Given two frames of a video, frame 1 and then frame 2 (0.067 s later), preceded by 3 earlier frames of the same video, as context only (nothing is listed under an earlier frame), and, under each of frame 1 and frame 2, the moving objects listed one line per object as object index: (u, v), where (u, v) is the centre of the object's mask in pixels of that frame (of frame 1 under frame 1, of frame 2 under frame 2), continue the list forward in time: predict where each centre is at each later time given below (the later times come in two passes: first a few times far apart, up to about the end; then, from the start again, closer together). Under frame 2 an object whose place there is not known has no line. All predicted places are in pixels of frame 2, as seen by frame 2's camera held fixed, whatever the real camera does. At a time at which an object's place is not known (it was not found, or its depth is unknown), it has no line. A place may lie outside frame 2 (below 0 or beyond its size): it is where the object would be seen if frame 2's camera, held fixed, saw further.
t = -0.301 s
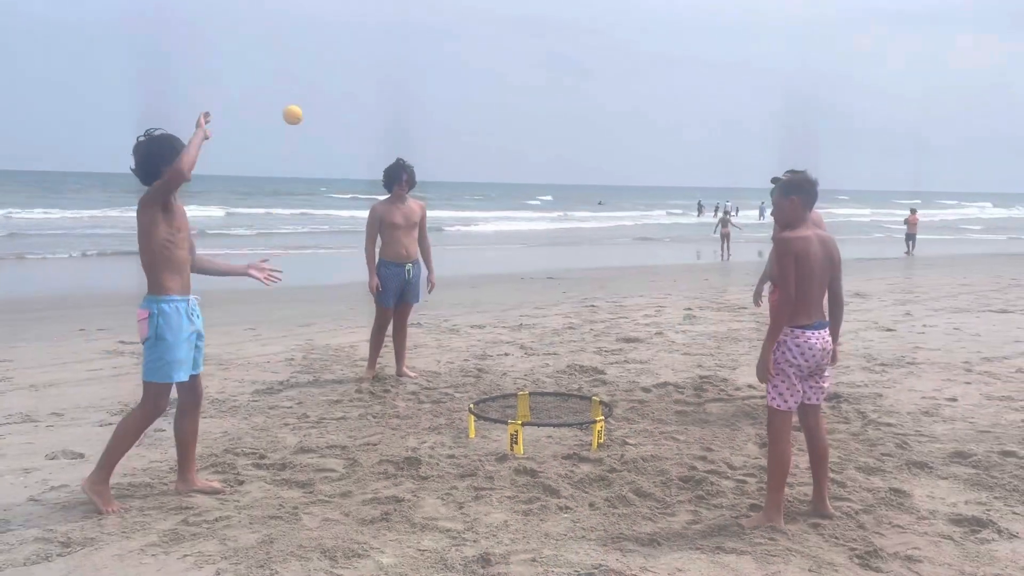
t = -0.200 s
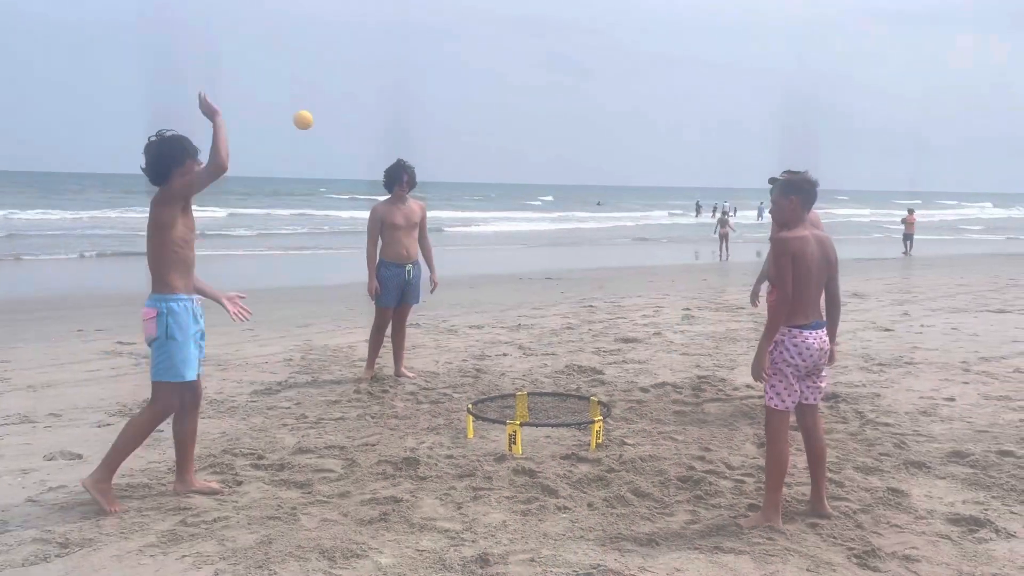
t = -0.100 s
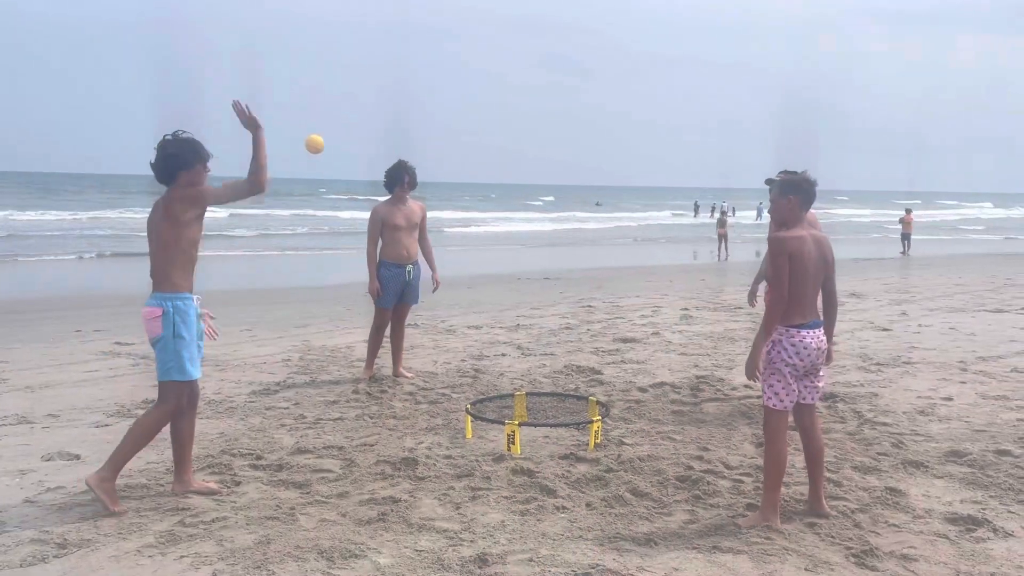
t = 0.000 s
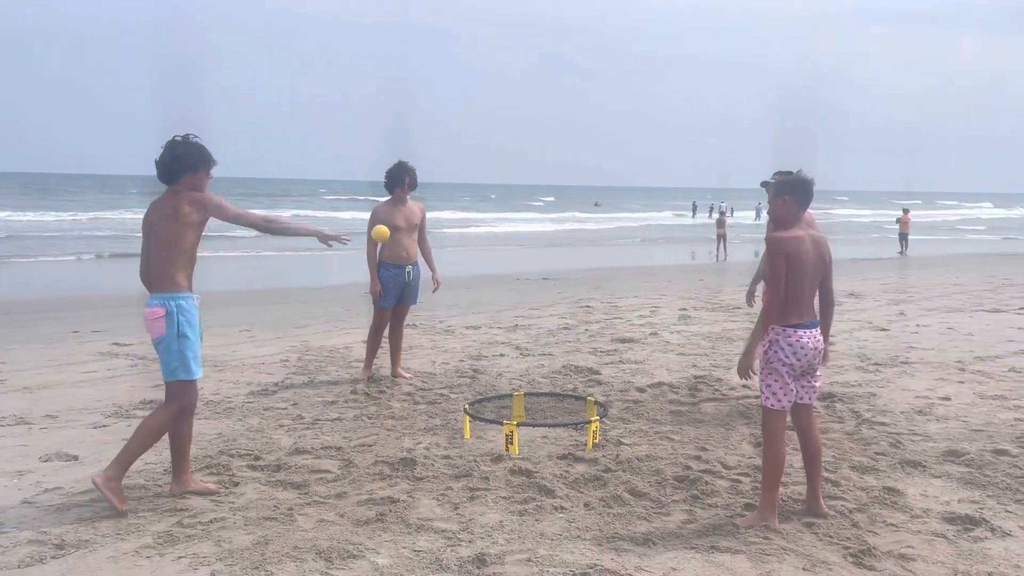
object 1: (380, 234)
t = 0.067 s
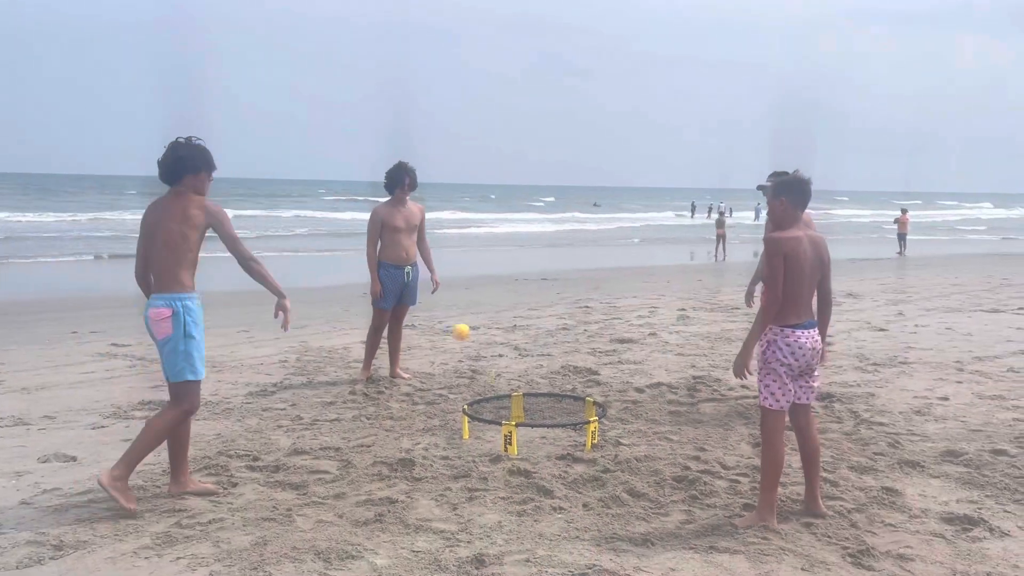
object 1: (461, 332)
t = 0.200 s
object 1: (552, 379)
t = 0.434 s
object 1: (618, 229)
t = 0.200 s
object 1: (552, 379)
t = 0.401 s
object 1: (609, 244)
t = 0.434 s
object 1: (618, 229)
